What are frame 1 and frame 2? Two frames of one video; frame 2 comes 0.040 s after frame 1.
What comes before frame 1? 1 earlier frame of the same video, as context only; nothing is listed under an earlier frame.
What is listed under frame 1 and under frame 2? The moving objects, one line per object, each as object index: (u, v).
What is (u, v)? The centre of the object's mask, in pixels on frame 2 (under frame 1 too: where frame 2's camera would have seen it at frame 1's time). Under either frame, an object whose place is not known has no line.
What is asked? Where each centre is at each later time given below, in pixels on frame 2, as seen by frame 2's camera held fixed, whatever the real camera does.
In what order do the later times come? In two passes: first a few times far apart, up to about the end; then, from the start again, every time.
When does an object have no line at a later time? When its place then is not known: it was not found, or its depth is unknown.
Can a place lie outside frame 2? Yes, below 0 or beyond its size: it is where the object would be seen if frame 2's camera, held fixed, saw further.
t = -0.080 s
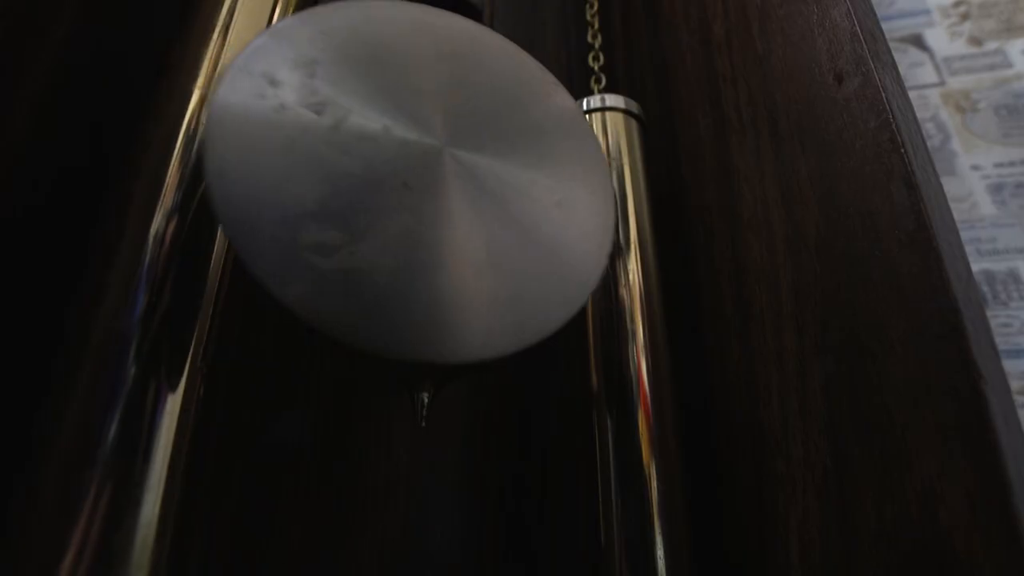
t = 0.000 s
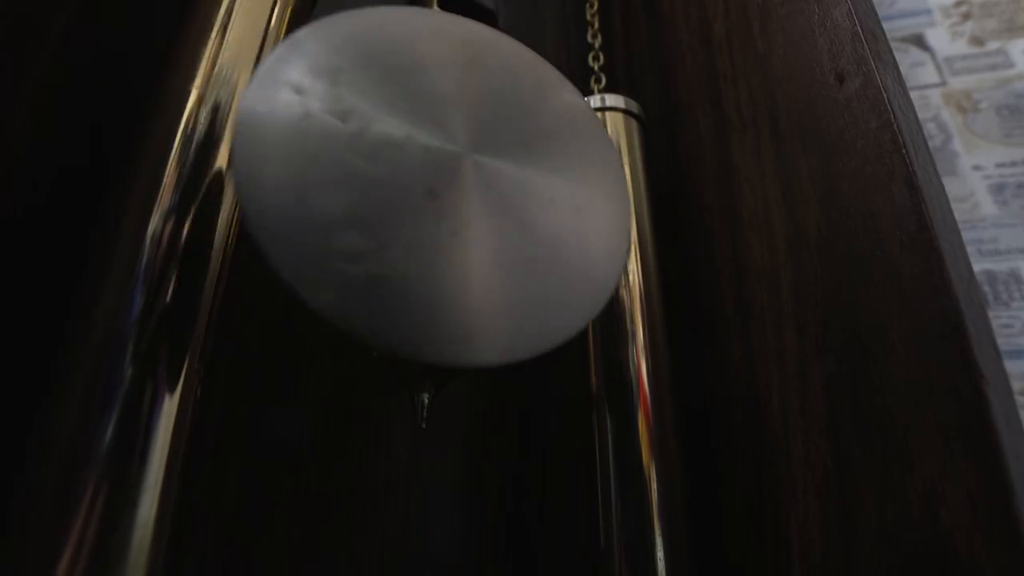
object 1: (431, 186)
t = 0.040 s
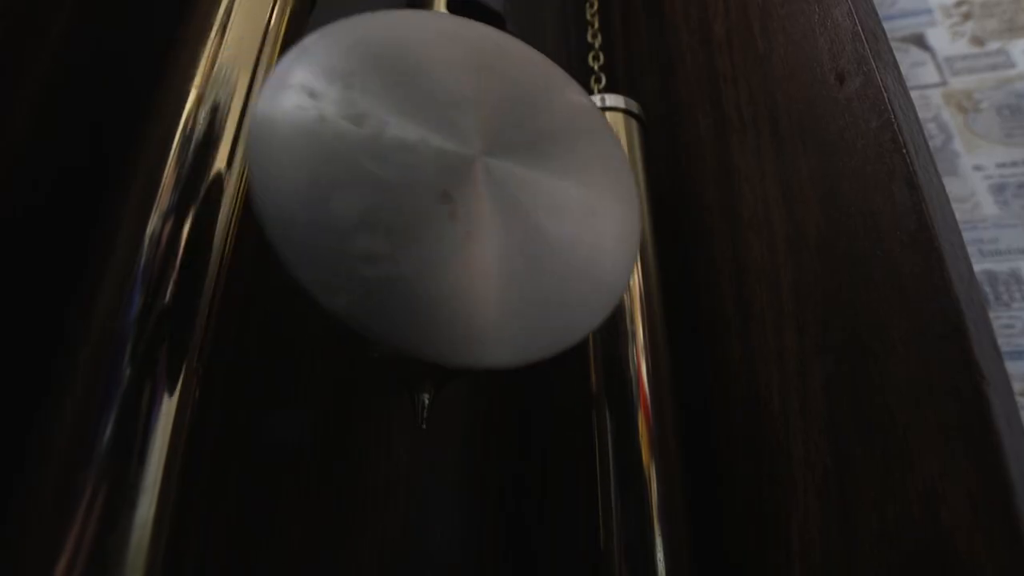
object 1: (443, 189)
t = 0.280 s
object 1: (516, 202)
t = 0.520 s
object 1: (543, 205)
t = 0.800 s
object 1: (496, 196)
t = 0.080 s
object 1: (456, 191)
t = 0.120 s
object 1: (469, 194)
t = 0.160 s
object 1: (482, 196)
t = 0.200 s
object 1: (494, 198)
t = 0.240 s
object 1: (506, 200)
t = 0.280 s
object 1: (516, 202)
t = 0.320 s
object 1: (525, 203)
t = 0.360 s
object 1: (532, 204)
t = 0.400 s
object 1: (538, 205)
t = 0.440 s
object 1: (542, 206)
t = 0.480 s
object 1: (543, 206)
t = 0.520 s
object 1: (543, 205)
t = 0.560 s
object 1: (542, 204)
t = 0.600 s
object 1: (538, 203)
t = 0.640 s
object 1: (532, 202)
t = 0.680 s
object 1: (526, 201)
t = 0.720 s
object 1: (517, 199)
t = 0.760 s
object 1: (507, 198)
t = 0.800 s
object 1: (496, 196)
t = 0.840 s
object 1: (484, 194)
